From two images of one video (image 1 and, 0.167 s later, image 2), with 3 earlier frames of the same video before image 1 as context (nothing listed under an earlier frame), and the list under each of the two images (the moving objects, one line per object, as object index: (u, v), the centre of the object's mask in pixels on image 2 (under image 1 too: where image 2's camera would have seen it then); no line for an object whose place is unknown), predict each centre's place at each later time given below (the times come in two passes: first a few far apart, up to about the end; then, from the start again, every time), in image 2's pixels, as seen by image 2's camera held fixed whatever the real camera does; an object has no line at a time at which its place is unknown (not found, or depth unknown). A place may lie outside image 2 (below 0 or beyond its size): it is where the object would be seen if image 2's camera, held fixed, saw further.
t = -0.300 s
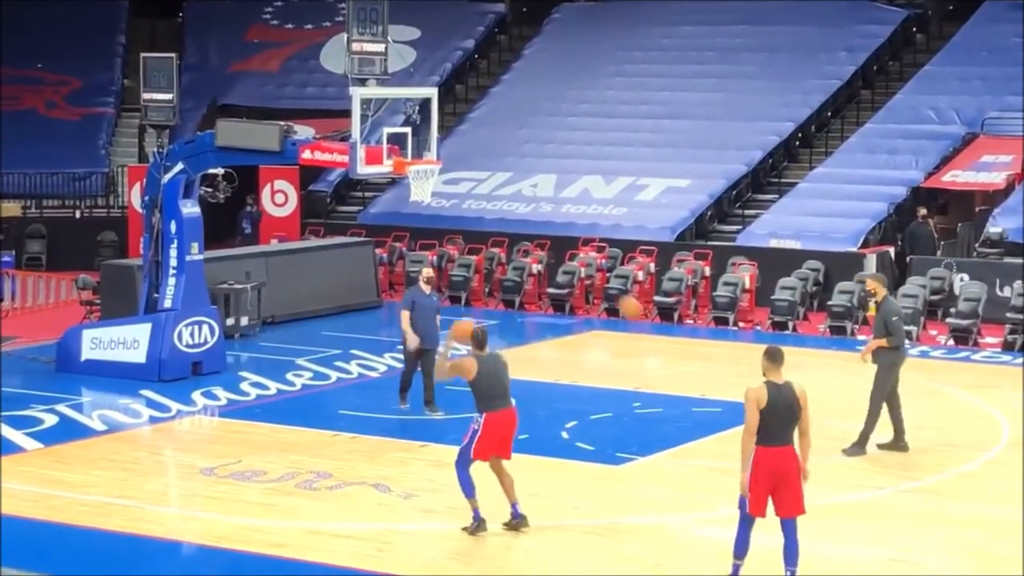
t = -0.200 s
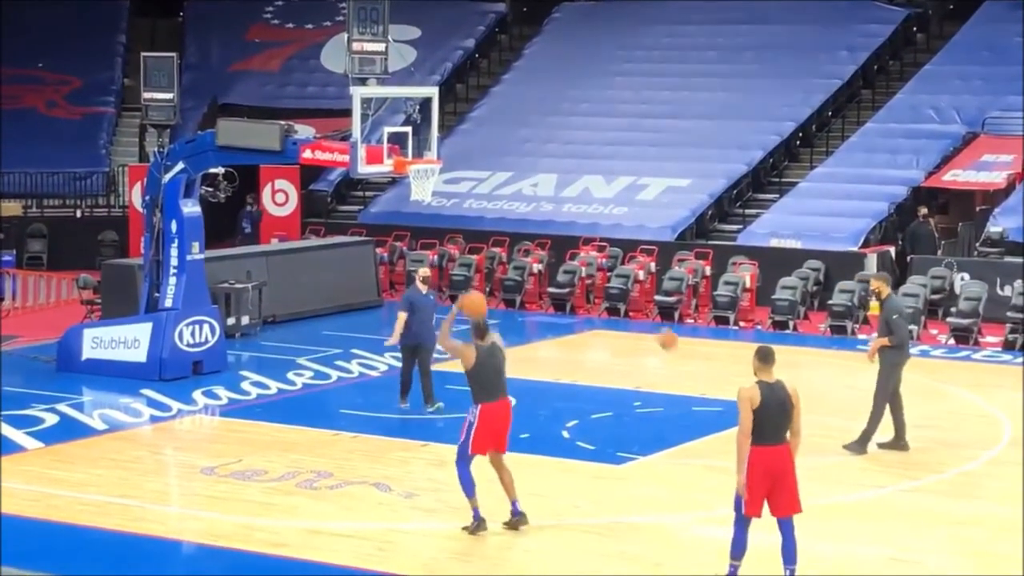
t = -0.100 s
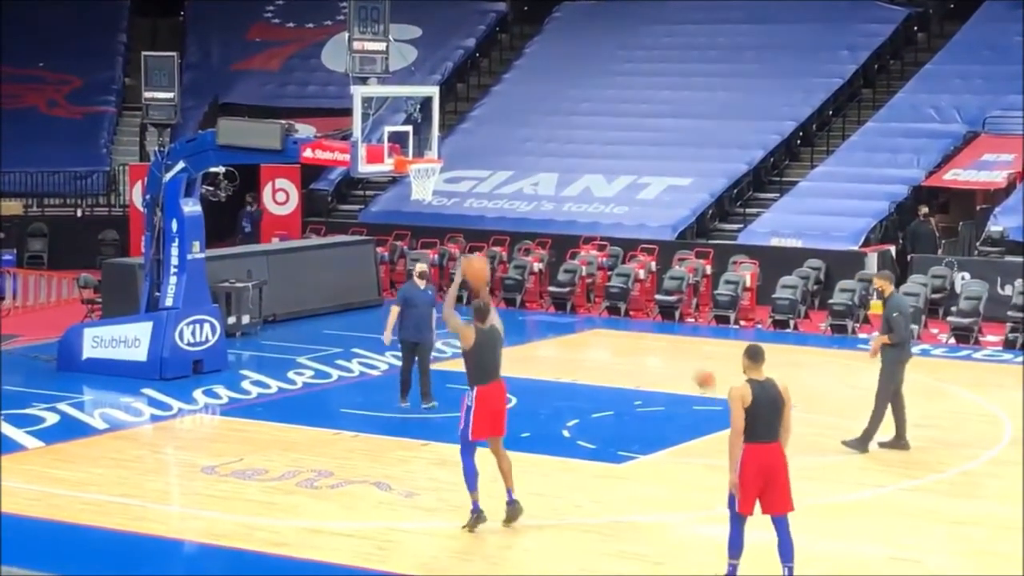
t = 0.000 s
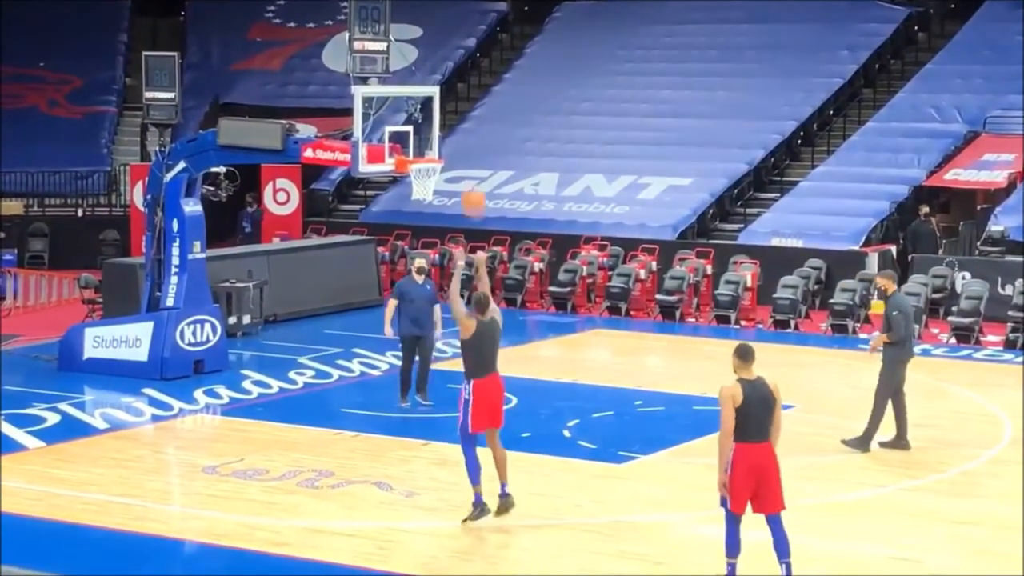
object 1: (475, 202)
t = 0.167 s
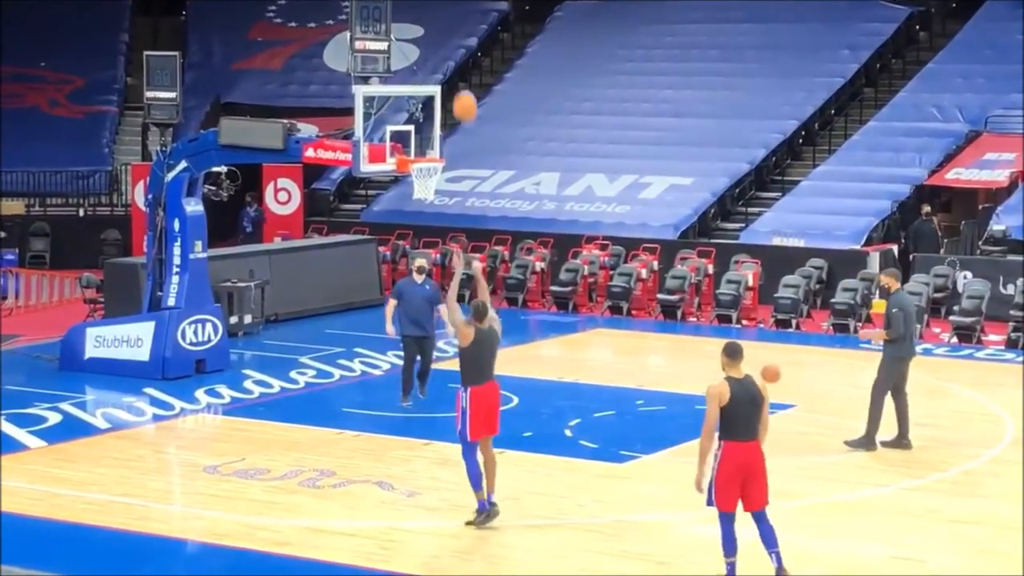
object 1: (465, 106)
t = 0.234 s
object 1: (461, 78)
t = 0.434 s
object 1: (452, 25)
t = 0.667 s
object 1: (441, 13)
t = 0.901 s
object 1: (431, 46)
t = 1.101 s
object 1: (422, 105)
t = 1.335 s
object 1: (439, 110)
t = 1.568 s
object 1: (482, 53)
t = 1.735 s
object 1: (514, 37)
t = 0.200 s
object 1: (463, 92)
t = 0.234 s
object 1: (461, 78)
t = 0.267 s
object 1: (460, 67)
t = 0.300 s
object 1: (458, 56)
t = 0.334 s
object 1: (456, 47)
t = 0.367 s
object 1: (455, 38)
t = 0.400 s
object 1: (453, 31)
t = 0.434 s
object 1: (452, 25)
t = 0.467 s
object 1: (450, 20)
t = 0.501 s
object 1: (449, 16)
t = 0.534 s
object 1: (447, 14)
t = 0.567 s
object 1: (445, 12)
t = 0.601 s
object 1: (444, 12)
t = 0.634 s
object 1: (442, 12)
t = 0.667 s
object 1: (441, 13)
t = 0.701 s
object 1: (439, 15)
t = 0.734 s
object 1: (438, 18)
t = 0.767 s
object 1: (437, 22)
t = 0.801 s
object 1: (435, 27)
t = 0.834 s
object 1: (434, 32)
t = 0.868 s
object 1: (433, 39)
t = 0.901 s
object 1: (431, 46)
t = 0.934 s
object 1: (430, 54)
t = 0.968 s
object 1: (428, 62)
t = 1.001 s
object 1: (427, 71)
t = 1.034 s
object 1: (426, 80)
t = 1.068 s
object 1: (425, 93)
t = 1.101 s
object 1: (422, 105)
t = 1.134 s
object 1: (421, 116)
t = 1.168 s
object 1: (420, 130)
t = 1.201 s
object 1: (419, 143)
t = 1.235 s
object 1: (420, 147)
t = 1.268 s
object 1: (425, 134)
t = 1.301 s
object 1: (431, 123)
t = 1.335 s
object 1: (439, 110)
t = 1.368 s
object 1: (446, 100)
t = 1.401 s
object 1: (451, 90)
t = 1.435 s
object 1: (457, 81)
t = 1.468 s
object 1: (463, 73)
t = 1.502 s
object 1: (470, 66)
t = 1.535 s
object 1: (476, 59)
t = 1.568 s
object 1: (482, 53)
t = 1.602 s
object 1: (489, 48)
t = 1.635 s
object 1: (495, 44)
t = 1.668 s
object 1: (501, 41)
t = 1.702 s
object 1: (508, 39)
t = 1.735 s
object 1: (514, 37)
